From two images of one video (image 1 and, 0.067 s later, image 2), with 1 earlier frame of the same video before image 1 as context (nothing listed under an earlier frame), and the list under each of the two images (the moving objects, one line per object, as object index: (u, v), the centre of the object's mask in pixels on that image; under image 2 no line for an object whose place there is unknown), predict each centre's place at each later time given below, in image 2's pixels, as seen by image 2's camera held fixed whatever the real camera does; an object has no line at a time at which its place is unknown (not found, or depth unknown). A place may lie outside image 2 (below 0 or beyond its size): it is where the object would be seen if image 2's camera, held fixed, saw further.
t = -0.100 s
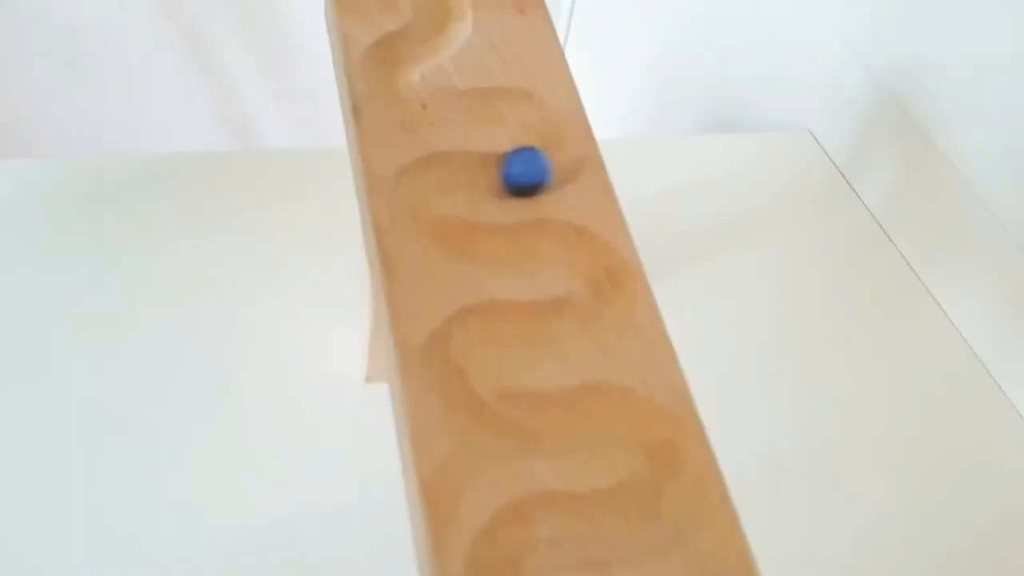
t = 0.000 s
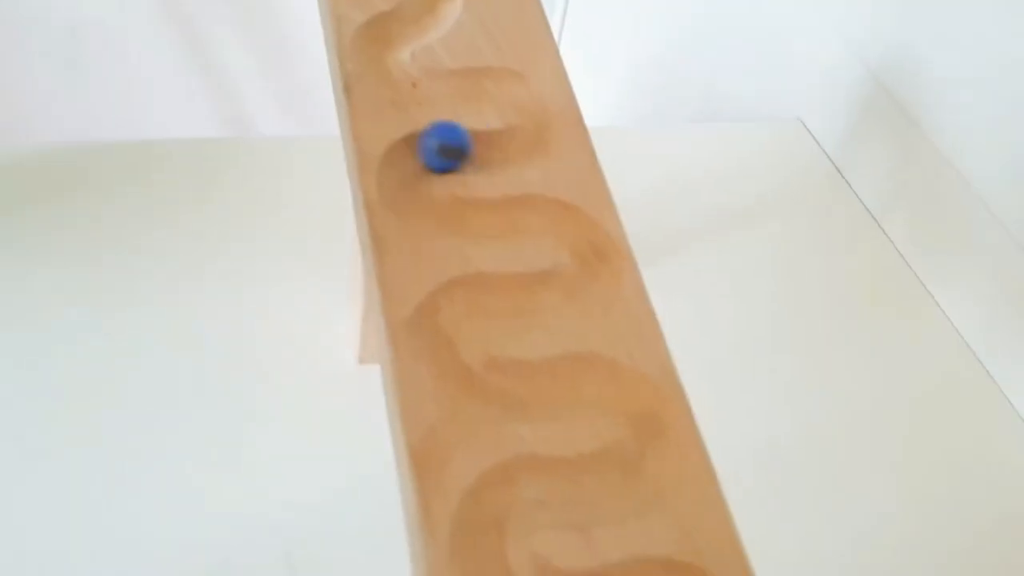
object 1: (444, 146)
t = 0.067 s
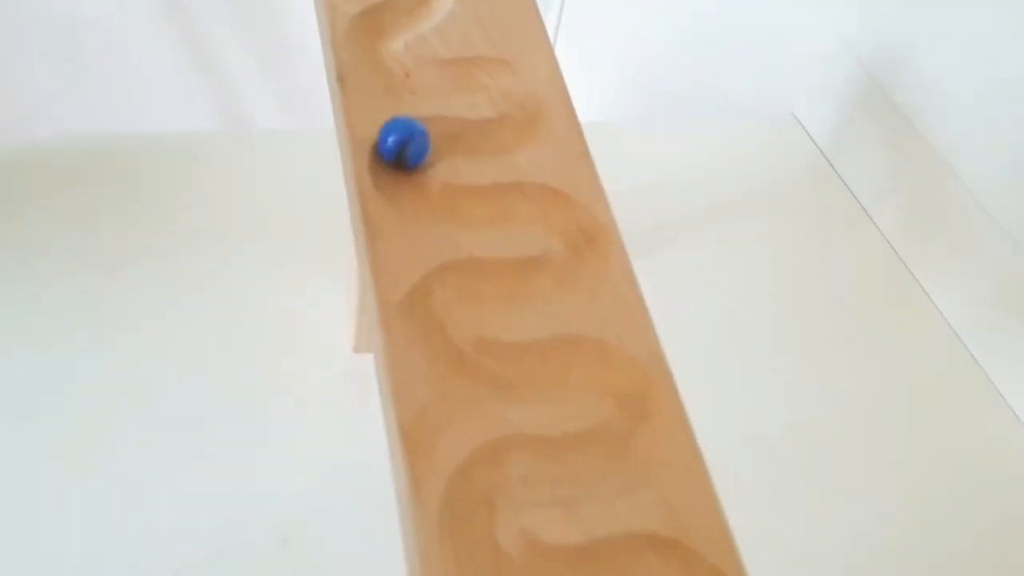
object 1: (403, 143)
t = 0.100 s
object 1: (400, 159)
